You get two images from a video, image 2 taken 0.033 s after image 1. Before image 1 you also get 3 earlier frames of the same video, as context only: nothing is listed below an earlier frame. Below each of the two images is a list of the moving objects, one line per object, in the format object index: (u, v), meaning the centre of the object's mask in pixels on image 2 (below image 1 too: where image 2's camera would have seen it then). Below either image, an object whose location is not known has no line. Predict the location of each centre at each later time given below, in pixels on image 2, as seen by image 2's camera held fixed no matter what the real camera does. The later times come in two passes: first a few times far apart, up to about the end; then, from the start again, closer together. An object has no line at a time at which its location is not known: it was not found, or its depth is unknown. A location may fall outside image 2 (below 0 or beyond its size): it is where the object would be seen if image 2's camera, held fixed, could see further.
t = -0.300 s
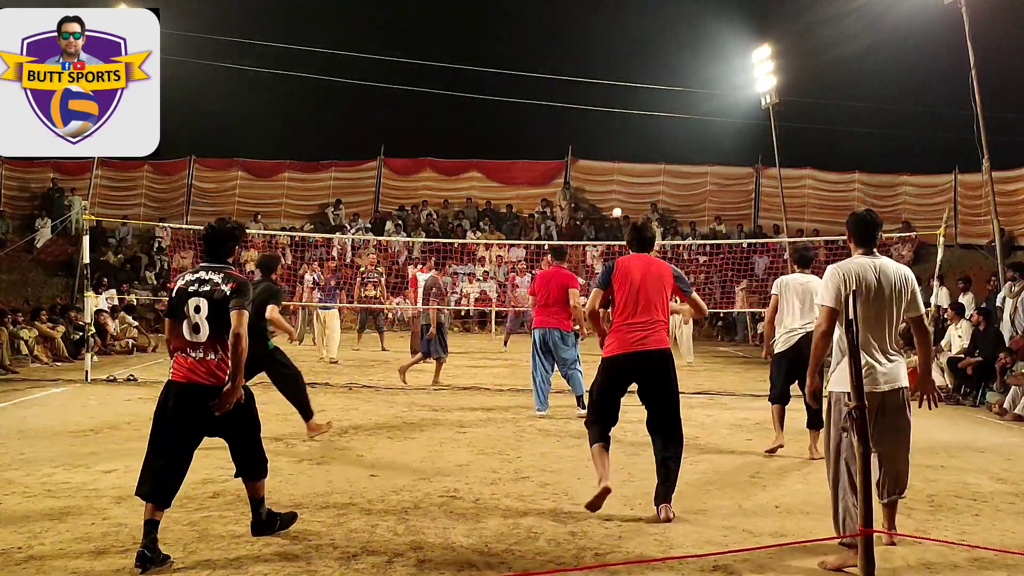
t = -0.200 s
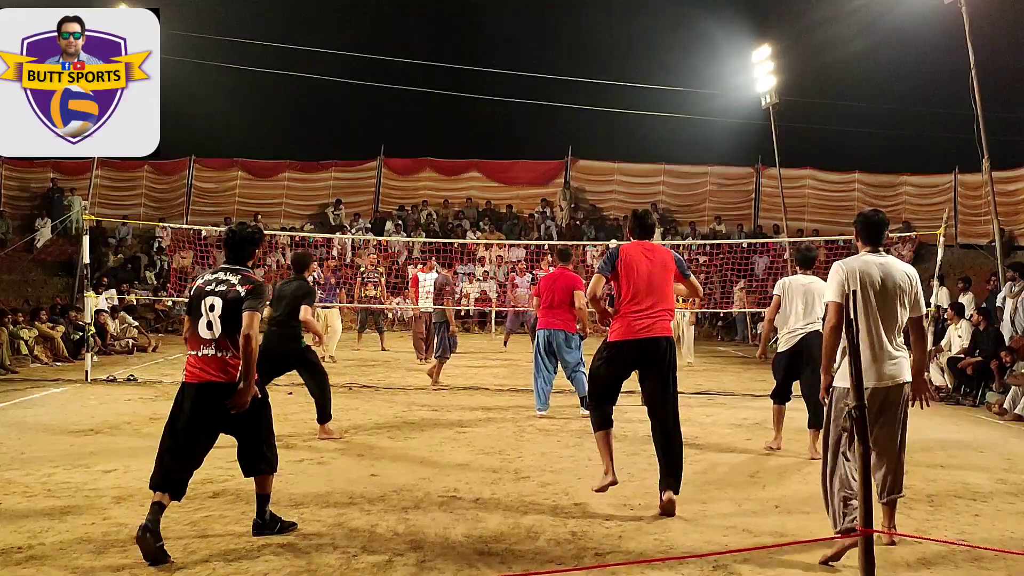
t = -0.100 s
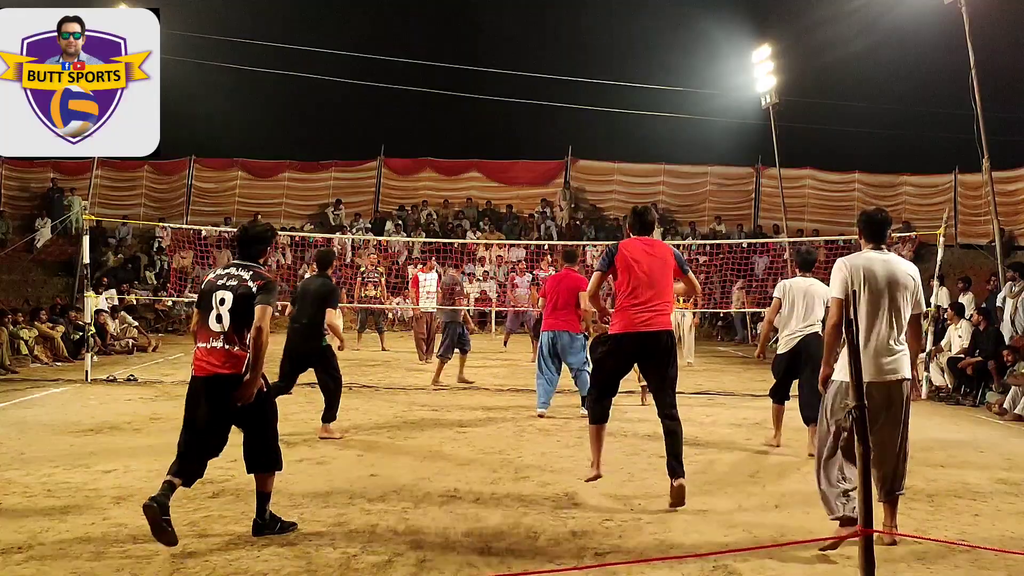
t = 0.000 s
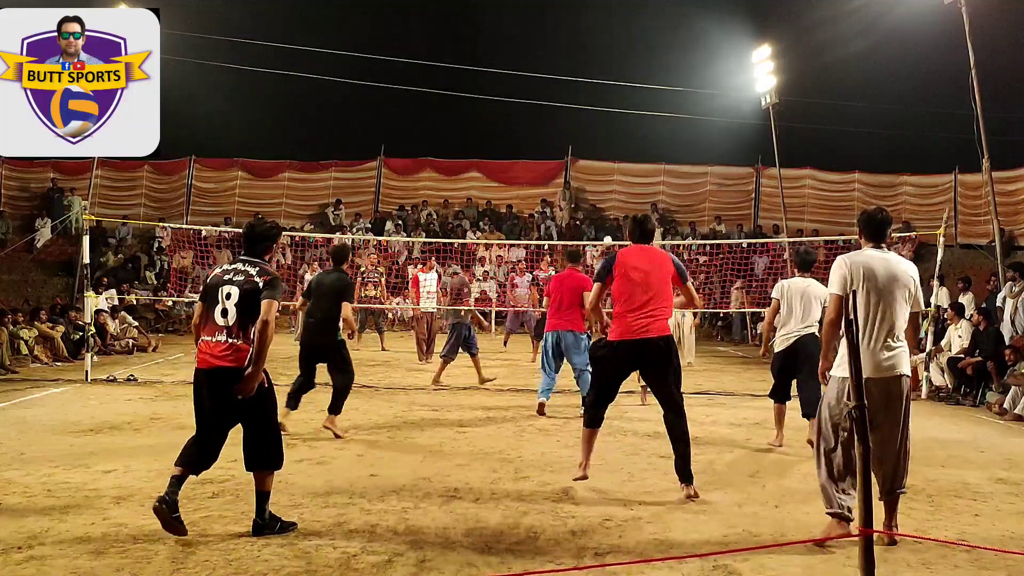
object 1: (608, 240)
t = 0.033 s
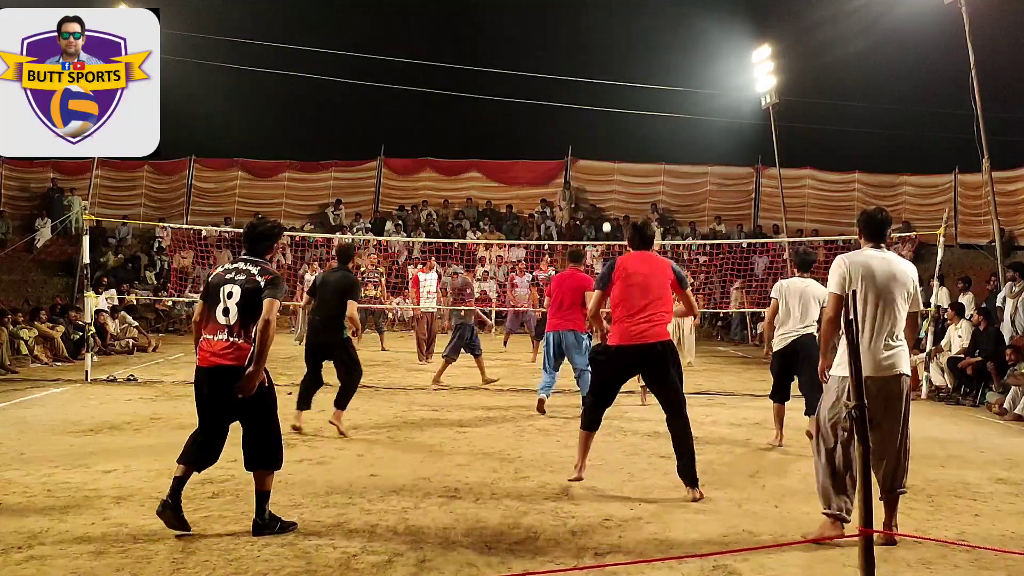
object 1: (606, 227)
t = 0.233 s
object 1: (598, 153)
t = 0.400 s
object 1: (588, 101)
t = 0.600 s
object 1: (574, 57)
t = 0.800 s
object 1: (556, 29)
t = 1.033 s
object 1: (527, 31)
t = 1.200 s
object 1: (501, 63)
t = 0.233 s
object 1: (598, 153)
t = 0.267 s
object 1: (596, 142)
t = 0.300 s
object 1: (594, 131)
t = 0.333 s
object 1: (592, 121)
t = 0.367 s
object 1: (590, 111)
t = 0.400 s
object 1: (588, 101)
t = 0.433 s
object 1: (586, 92)
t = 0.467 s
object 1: (583, 83)
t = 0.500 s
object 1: (581, 75)
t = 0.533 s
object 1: (578, 67)
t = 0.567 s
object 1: (577, 64)
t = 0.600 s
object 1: (574, 57)
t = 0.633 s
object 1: (570, 48)
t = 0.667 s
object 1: (567, 42)
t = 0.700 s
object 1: (564, 37)
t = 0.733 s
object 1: (561, 33)
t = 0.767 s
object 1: (558, 30)
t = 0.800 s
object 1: (556, 29)
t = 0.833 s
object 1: (551, 25)
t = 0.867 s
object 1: (547, 24)
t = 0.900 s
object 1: (543, 23)
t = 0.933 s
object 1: (539, 24)
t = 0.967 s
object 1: (535, 26)
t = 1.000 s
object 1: (531, 28)
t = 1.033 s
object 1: (527, 31)
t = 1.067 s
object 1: (524, 33)
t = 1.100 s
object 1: (517, 40)
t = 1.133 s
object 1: (511, 47)
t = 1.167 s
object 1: (506, 55)
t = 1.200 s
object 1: (501, 63)
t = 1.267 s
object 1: (489, 85)
